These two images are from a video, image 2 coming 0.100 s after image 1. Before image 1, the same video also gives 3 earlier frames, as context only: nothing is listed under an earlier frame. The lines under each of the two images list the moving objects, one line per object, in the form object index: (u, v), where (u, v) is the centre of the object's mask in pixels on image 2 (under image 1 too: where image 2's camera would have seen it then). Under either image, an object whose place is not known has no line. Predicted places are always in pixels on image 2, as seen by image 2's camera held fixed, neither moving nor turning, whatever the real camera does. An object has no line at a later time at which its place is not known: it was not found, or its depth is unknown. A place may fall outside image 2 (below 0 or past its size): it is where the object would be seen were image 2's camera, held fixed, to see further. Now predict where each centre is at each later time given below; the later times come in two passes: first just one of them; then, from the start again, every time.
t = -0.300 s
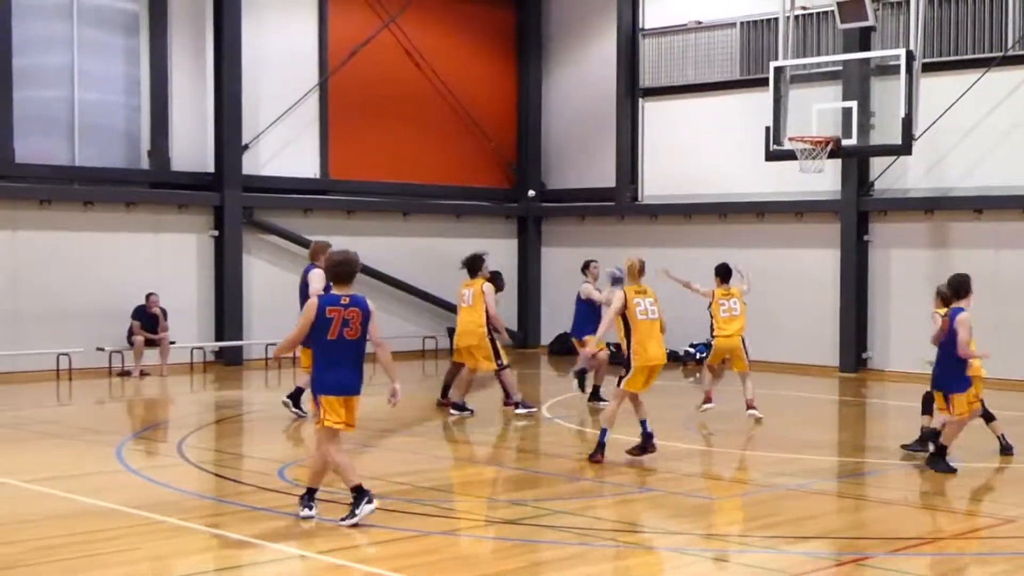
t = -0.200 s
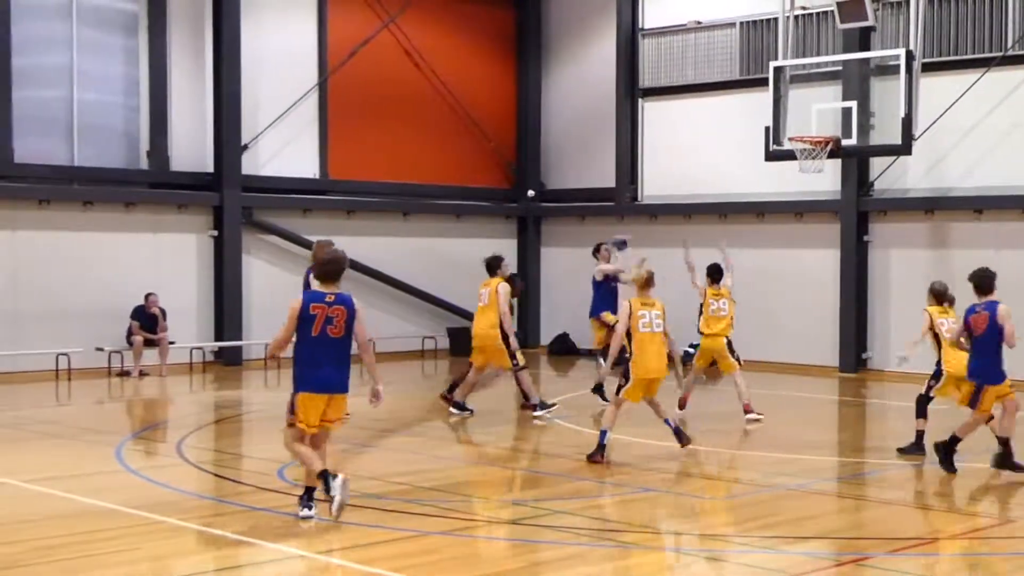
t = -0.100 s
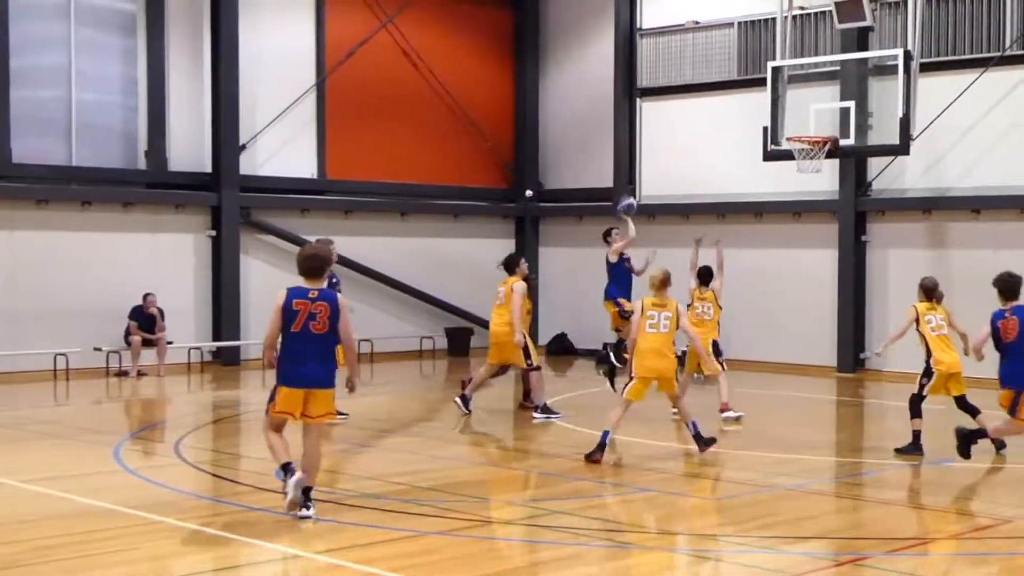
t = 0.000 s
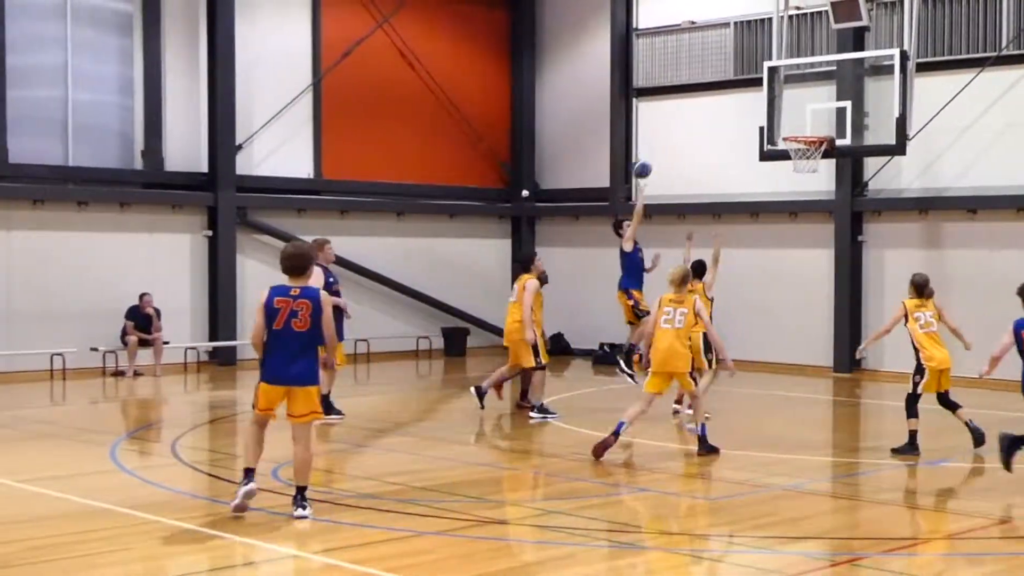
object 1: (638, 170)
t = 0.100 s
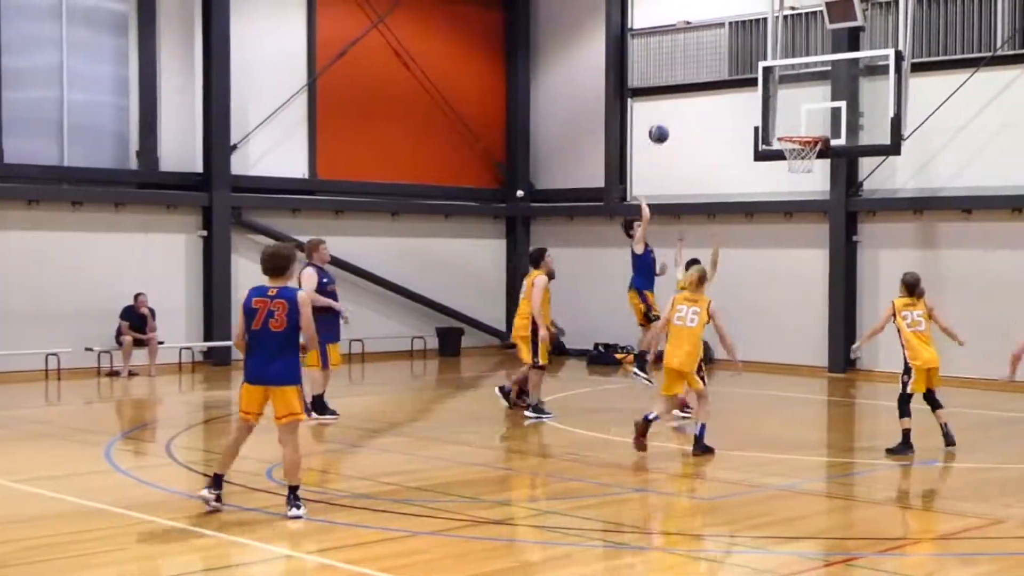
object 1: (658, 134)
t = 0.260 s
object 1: (693, 94)
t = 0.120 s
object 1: (663, 128)
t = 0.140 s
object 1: (667, 122)
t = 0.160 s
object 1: (671, 117)
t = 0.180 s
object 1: (675, 112)
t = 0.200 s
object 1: (680, 107)
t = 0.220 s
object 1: (684, 102)
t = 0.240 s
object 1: (688, 98)
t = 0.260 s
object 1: (693, 94)
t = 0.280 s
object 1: (697, 90)
